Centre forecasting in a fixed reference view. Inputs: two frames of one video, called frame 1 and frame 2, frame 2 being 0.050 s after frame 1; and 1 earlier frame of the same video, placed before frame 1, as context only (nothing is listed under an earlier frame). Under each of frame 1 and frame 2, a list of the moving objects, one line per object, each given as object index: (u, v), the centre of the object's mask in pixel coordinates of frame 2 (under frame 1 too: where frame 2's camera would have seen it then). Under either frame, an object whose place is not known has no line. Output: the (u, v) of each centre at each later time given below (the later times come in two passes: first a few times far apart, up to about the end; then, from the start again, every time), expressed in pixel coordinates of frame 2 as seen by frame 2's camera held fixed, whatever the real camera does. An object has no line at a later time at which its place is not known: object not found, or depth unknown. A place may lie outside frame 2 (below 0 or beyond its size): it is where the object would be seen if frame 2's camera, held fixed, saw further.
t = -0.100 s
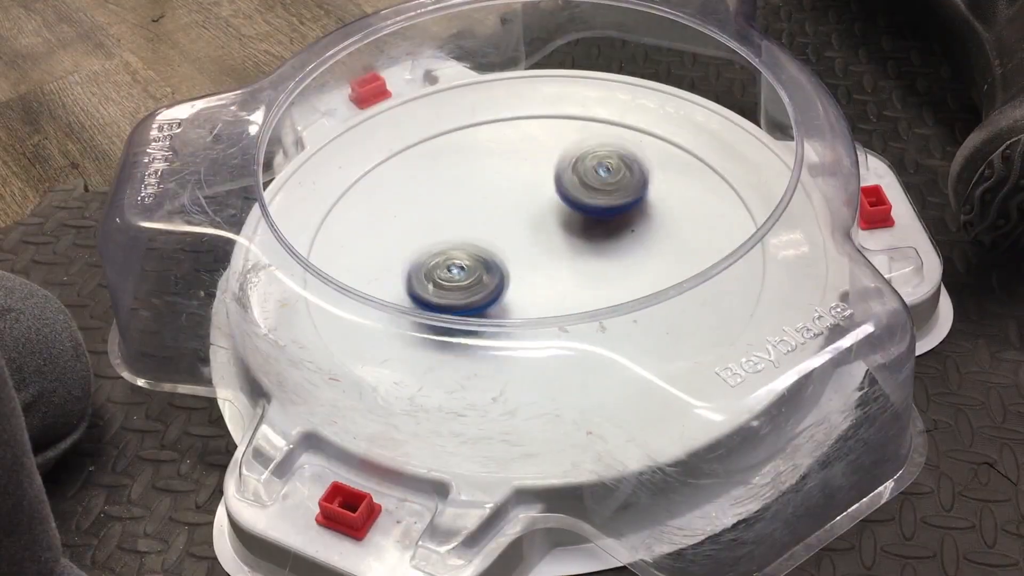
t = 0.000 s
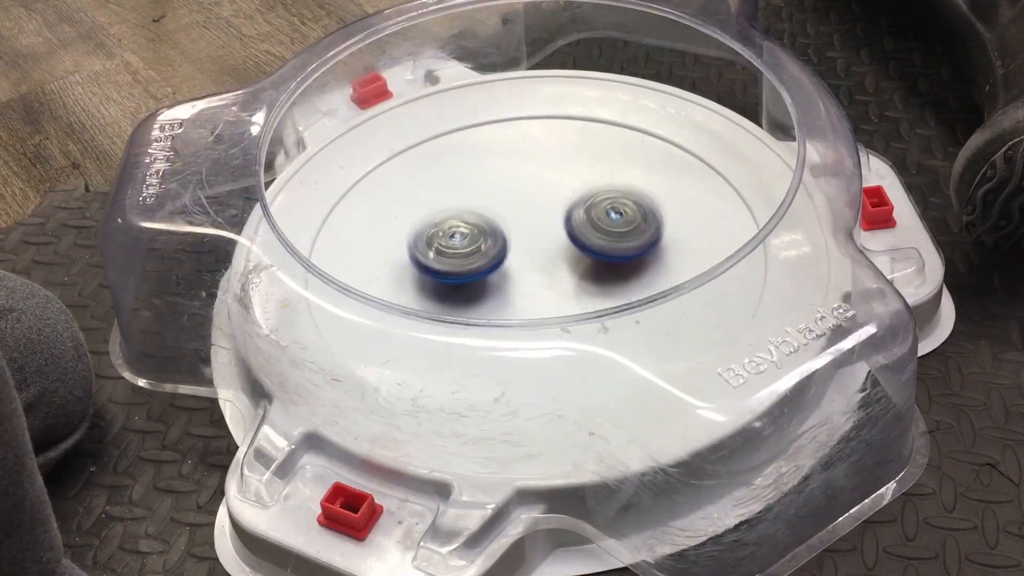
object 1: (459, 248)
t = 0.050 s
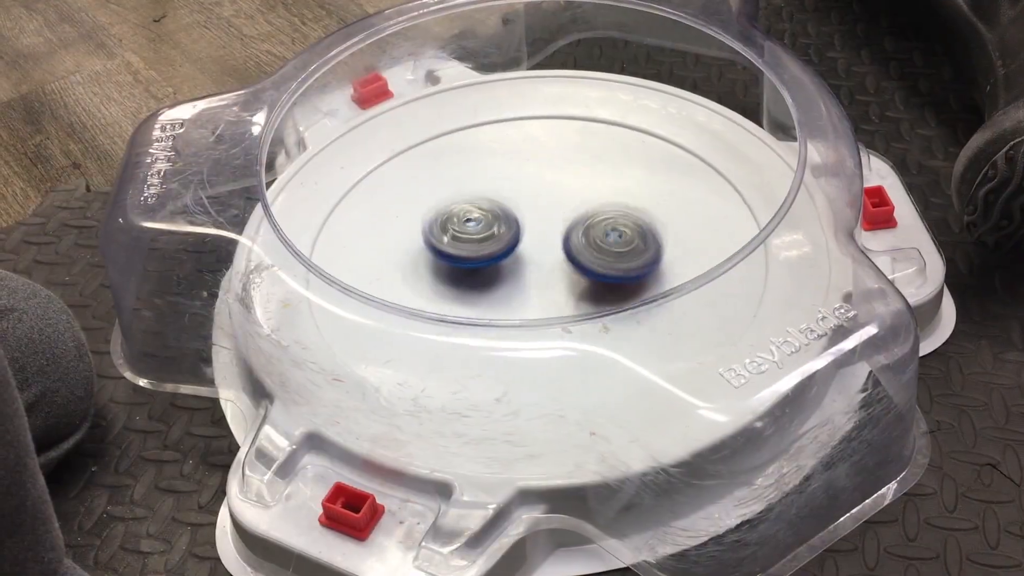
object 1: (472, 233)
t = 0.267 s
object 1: (570, 211)
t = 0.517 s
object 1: (612, 275)
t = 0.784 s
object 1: (540, 293)
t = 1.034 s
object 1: (576, 273)
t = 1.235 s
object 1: (600, 250)
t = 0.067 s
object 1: (478, 229)
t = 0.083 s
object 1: (484, 225)
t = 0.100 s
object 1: (491, 221)
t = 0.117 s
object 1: (498, 218)
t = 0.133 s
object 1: (505, 215)
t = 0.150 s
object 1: (513, 212)
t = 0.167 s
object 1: (521, 211)
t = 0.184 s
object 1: (529, 210)
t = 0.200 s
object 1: (537, 209)
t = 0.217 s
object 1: (546, 209)
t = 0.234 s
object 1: (554, 209)
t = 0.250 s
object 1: (562, 210)
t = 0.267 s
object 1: (570, 211)
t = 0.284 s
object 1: (578, 213)
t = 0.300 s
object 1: (585, 215)
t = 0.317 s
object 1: (592, 218)
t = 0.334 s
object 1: (599, 222)
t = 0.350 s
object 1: (605, 225)
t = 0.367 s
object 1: (610, 229)
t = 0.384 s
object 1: (614, 234)
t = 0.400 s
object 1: (618, 239)
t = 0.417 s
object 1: (620, 244)
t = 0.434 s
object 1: (621, 250)
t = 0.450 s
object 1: (622, 255)
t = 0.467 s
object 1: (621, 261)
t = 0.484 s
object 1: (619, 266)
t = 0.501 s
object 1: (616, 271)
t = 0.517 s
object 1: (612, 275)
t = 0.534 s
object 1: (606, 279)
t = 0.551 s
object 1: (601, 292)
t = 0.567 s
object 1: (596, 295)
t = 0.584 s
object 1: (588, 297)
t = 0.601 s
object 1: (578, 291)
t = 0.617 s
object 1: (570, 292)
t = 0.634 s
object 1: (561, 294)
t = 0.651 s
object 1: (552, 294)
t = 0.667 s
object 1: (544, 295)
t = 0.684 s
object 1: (535, 295)
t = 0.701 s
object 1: (526, 294)
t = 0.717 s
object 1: (522, 294)
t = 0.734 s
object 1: (527, 293)
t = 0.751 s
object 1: (532, 293)
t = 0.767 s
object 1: (537, 293)
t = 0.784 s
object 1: (540, 293)
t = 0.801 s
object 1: (543, 293)
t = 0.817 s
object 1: (545, 293)
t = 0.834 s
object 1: (547, 292)
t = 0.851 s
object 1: (549, 291)
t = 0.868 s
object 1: (551, 291)
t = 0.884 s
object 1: (554, 289)
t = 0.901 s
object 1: (557, 288)
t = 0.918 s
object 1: (559, 286)
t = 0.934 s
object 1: (562, 285)
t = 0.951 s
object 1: (564, 283)
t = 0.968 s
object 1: (567, 282)
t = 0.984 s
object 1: (569, 280)
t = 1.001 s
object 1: (571, 278)
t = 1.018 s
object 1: (574, 275)
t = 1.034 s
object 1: (576, 273)
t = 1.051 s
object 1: (578, 270)
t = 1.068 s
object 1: (580, 268)
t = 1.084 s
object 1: (583, 265)
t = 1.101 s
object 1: (585, 263)
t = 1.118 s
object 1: (588, 261)
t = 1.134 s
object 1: (591, 259)
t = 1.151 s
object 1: (593, 257)
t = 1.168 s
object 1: (595, 255)
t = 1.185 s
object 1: (597, 254)
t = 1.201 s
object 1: (598, 253)
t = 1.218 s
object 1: (600, 251)
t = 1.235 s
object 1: (600, 250)
